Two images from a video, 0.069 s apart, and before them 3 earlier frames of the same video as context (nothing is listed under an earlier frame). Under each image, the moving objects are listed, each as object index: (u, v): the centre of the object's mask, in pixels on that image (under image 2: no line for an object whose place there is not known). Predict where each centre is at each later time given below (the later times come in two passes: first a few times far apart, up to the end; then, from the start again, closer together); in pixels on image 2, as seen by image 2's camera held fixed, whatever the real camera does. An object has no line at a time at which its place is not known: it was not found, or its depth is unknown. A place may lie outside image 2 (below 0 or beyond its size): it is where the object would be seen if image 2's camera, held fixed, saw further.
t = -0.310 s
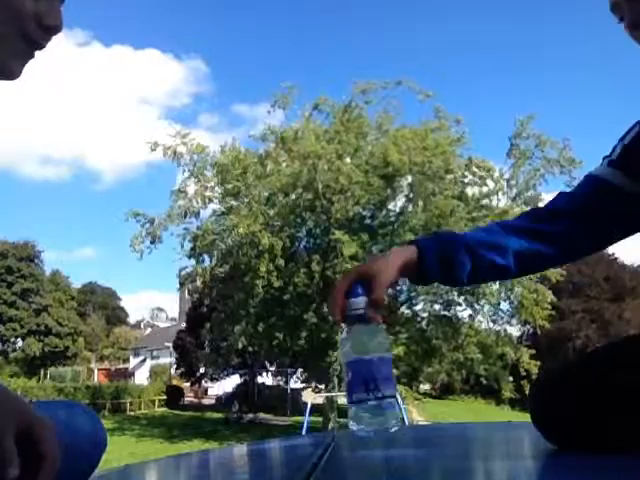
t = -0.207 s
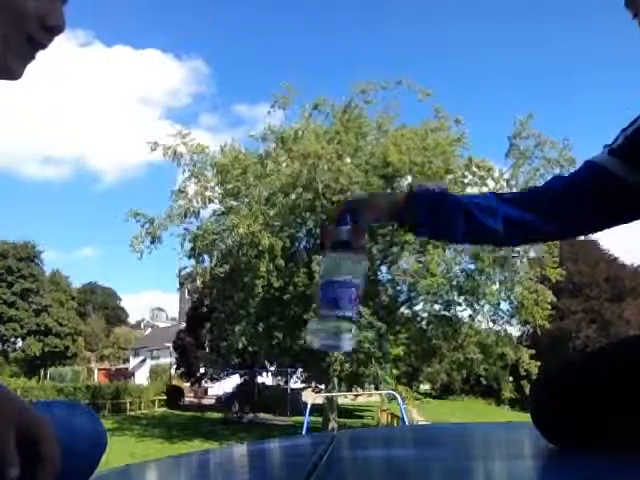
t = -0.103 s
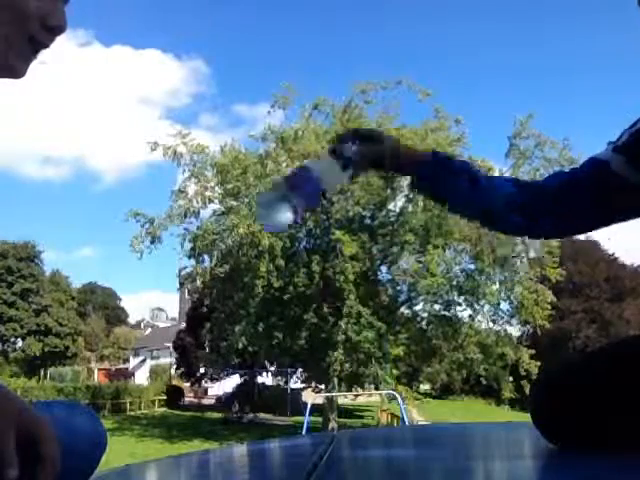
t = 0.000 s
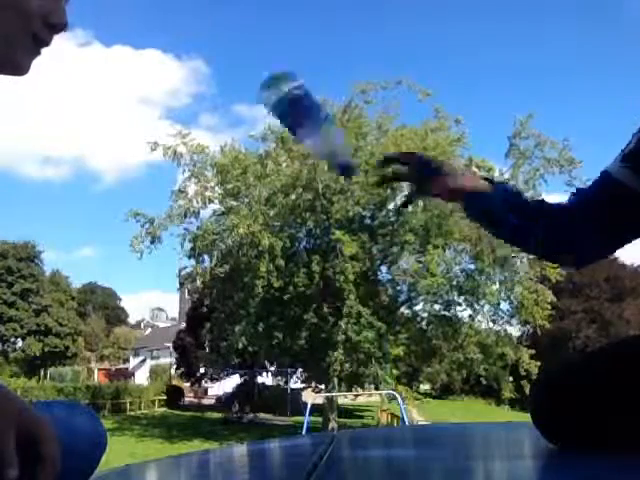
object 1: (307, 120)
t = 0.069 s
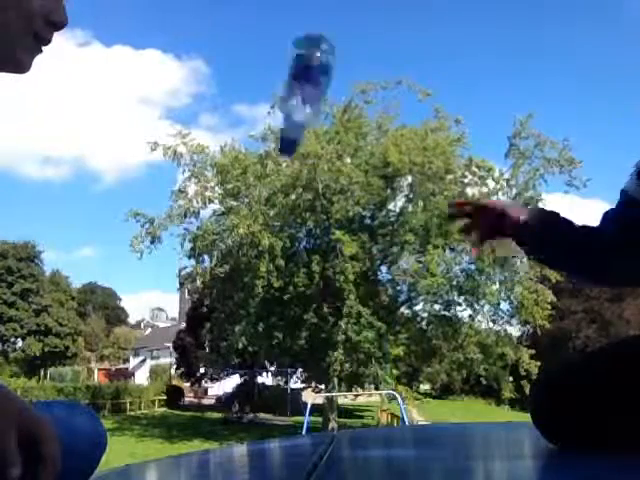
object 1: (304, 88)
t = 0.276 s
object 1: (344, 167)
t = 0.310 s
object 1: (352, 211)
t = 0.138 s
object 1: (313, 83)
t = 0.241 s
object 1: (335, 134)
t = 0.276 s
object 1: (344, 167)
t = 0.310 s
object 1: (352, 211)
